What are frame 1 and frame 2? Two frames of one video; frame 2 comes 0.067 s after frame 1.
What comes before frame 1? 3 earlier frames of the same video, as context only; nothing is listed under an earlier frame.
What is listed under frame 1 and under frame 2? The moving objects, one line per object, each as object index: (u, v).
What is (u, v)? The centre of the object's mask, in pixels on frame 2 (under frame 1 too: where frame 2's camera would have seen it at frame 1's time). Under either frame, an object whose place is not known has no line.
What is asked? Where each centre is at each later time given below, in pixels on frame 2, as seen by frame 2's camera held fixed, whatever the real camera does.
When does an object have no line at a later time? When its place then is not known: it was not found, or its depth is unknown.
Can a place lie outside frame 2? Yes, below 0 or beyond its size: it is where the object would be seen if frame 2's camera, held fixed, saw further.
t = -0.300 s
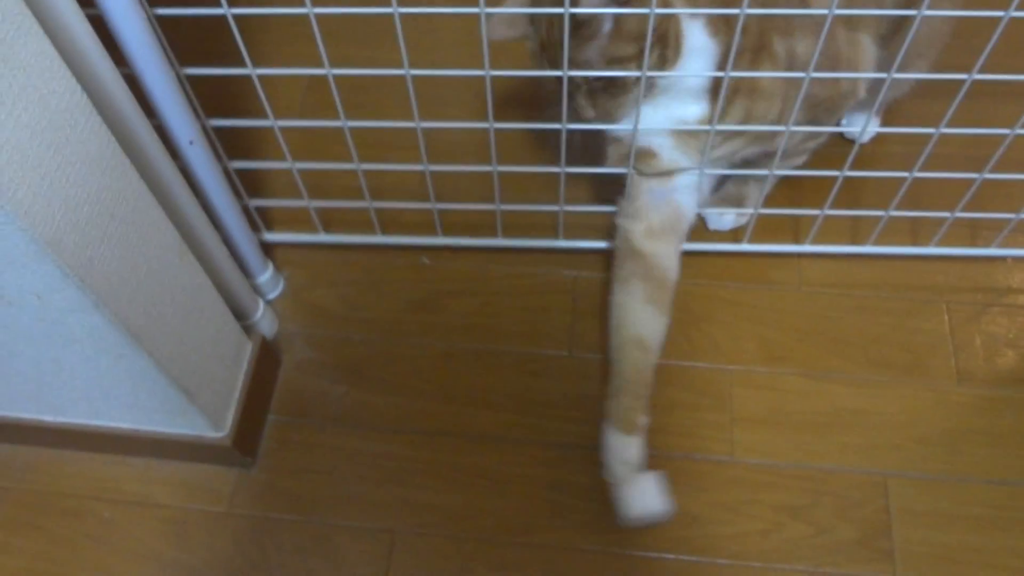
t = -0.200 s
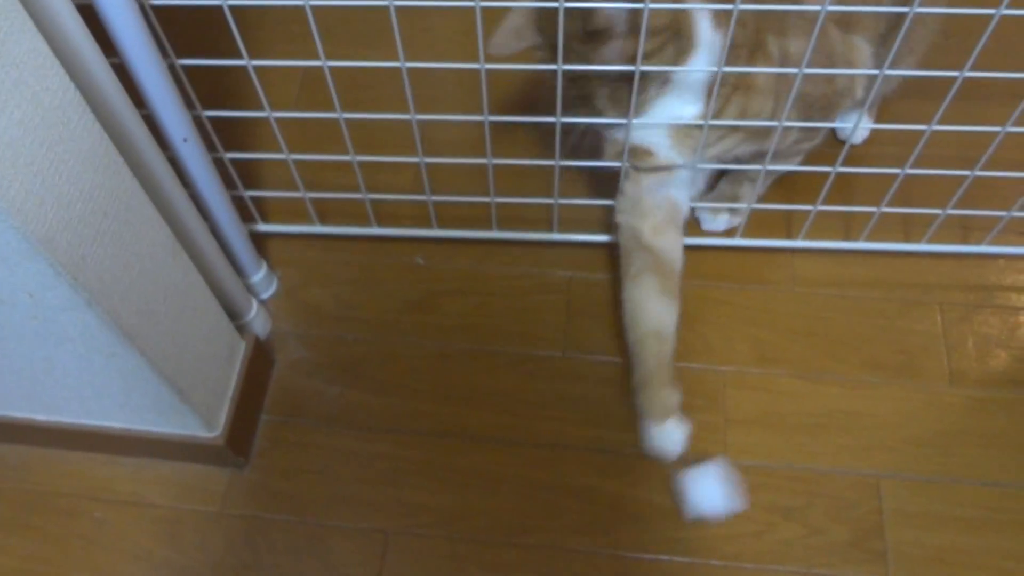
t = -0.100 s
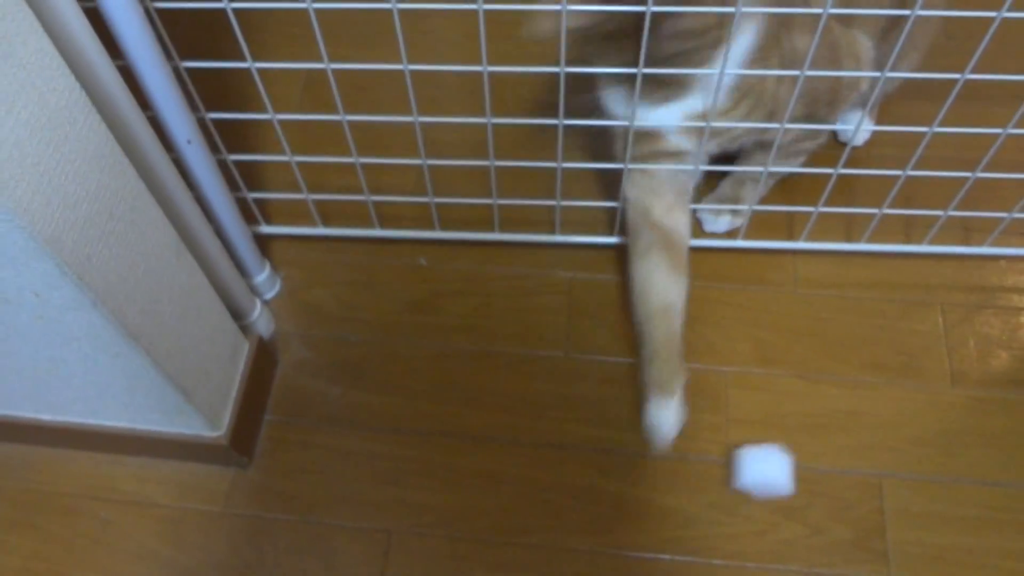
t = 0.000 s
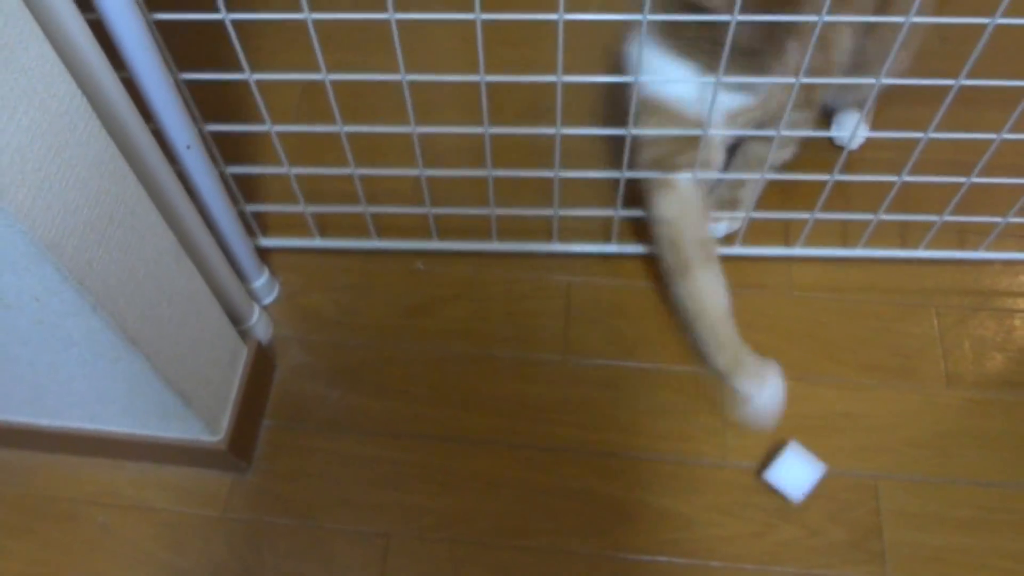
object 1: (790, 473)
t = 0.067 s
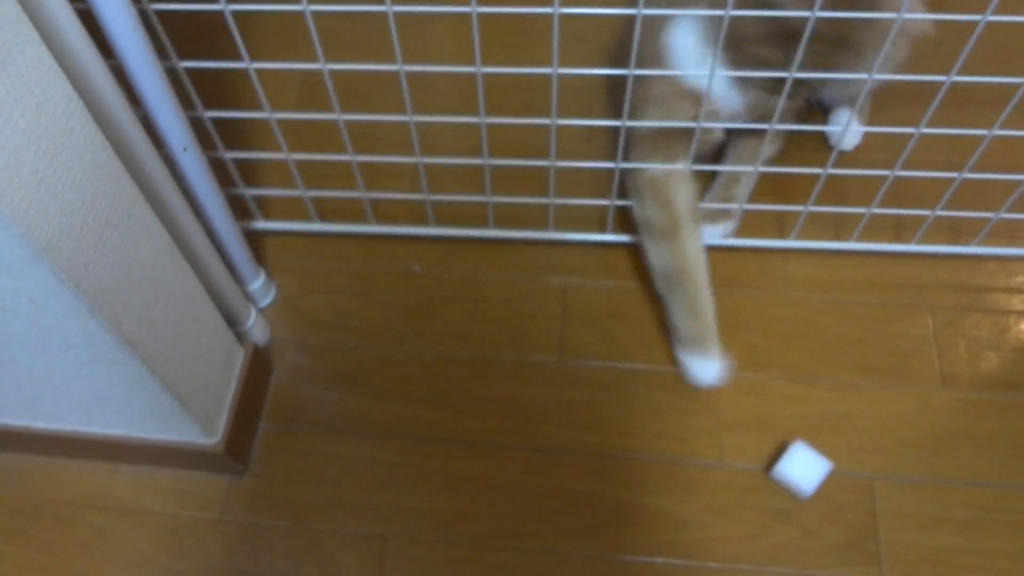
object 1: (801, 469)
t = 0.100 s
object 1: (805, 467)
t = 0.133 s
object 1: (807, 466)
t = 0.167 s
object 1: (808, 466)
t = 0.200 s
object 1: (808, 466)
